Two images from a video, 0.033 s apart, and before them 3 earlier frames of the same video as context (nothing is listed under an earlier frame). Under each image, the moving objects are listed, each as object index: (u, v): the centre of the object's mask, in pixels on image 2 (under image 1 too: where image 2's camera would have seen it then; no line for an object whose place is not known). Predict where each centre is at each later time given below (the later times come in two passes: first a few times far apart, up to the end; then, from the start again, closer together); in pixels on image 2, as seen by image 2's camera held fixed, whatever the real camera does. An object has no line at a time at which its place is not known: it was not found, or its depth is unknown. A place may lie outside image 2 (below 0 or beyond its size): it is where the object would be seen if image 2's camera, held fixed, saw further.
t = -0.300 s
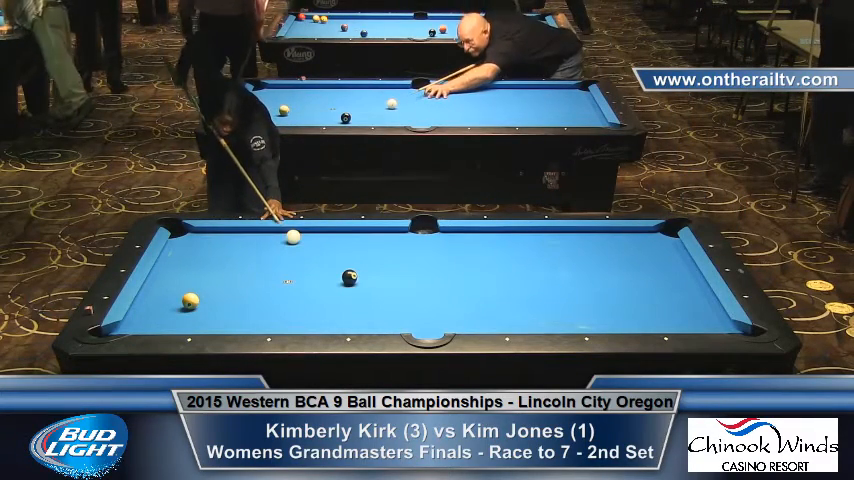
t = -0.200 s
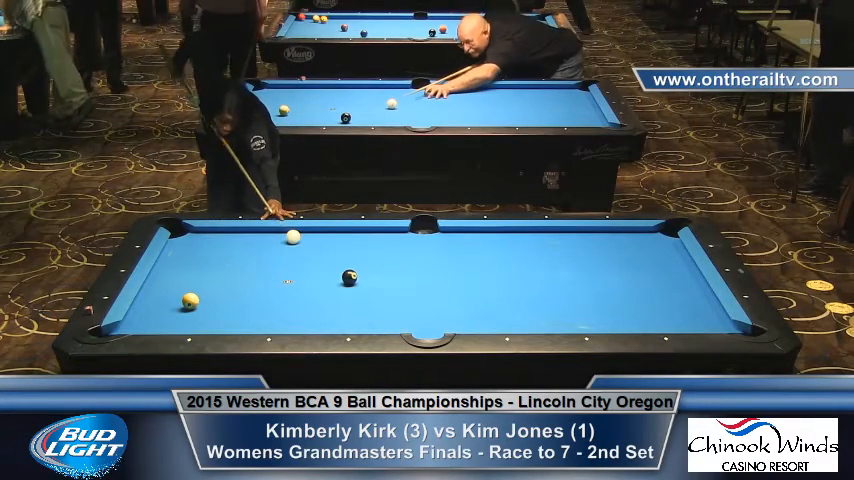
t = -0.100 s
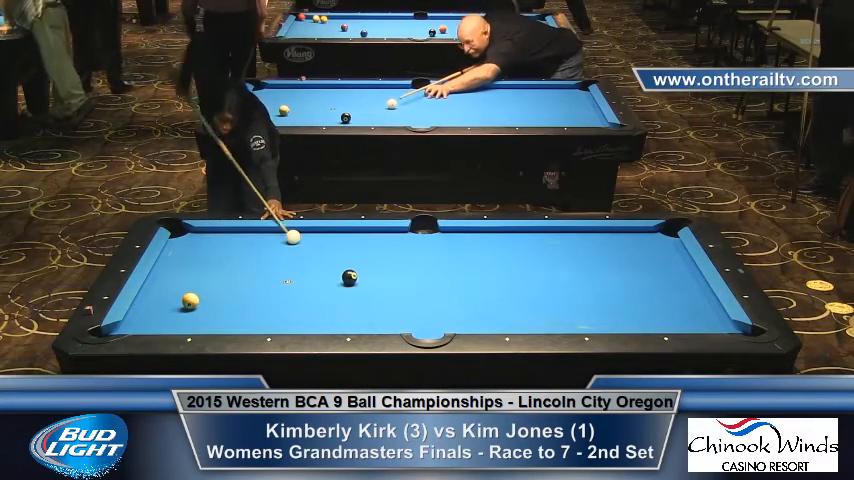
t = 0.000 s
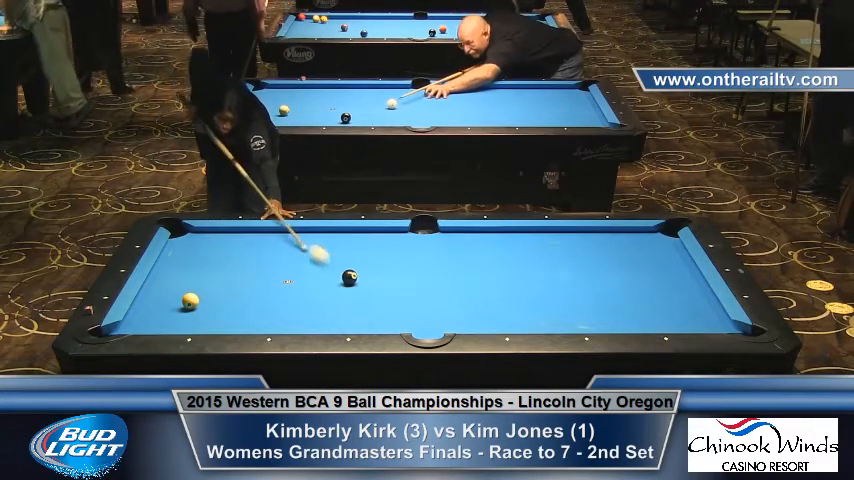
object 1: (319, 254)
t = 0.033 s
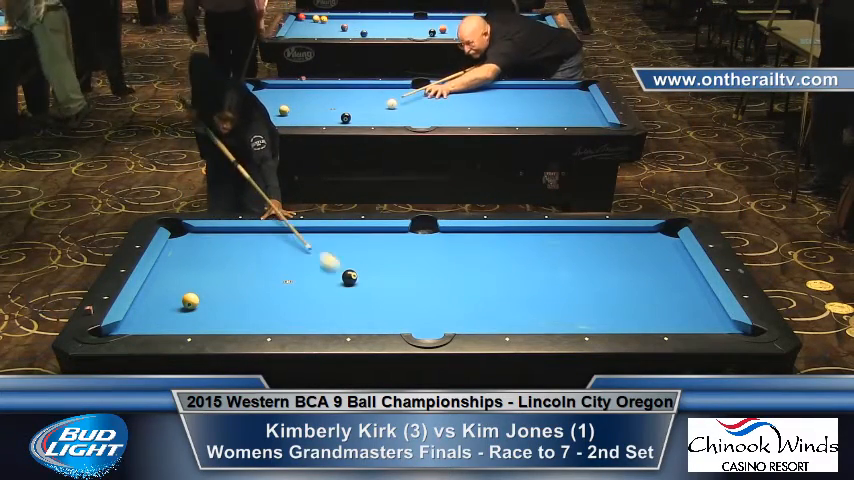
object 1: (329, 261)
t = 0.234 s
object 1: (337, 270)
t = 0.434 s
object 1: (329, 267)
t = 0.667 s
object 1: (321, 263)
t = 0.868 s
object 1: (314, 260)
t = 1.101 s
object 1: (309, 257)
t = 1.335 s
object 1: (303, 254)
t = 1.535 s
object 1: (298, 252)
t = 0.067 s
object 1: (337, 268)
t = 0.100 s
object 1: (341, 272)
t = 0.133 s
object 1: (341, 272)
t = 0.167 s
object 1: (340, 272)
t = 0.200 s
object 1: (338, 271)
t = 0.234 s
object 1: (337, 270)
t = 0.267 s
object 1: (335, 270)
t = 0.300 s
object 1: (334, 269)
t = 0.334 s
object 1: (333, 269)
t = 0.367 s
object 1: (331, 268)
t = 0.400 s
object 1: (330, 267)
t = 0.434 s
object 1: (329, 267)
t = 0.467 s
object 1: (328, 266)
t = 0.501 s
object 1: (327, 266)
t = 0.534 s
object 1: (325, 265)
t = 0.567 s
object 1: (324, 265)
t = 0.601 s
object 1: (323, 264)
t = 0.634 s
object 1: (322, 264)
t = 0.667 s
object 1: (321, 263)
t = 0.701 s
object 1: (320, 263)
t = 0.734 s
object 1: (319, 262)
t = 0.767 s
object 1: (317, 262)
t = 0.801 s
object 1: (316, 261)
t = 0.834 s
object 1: (315, 260)
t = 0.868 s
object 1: (314, 260)
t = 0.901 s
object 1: (313, 260)
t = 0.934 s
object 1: (312, 259)
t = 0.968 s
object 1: (311, 258)
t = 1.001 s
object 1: (311, 258)
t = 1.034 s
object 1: (310, 258)
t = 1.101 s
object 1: (309, 257)
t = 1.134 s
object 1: (308, 257)
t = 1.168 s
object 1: (307, 257)
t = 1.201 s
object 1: (306, 256)
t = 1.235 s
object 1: (305, 256)
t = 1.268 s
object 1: (304, 255)
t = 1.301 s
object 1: (304, 255)
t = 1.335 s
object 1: (303, 254)
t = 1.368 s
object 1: (302, 254)
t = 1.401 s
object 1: (301, 254)
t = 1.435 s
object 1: (301, 254)
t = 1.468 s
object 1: (300, 253)
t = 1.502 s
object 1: (299, 253)
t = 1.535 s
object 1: (298, 252)
